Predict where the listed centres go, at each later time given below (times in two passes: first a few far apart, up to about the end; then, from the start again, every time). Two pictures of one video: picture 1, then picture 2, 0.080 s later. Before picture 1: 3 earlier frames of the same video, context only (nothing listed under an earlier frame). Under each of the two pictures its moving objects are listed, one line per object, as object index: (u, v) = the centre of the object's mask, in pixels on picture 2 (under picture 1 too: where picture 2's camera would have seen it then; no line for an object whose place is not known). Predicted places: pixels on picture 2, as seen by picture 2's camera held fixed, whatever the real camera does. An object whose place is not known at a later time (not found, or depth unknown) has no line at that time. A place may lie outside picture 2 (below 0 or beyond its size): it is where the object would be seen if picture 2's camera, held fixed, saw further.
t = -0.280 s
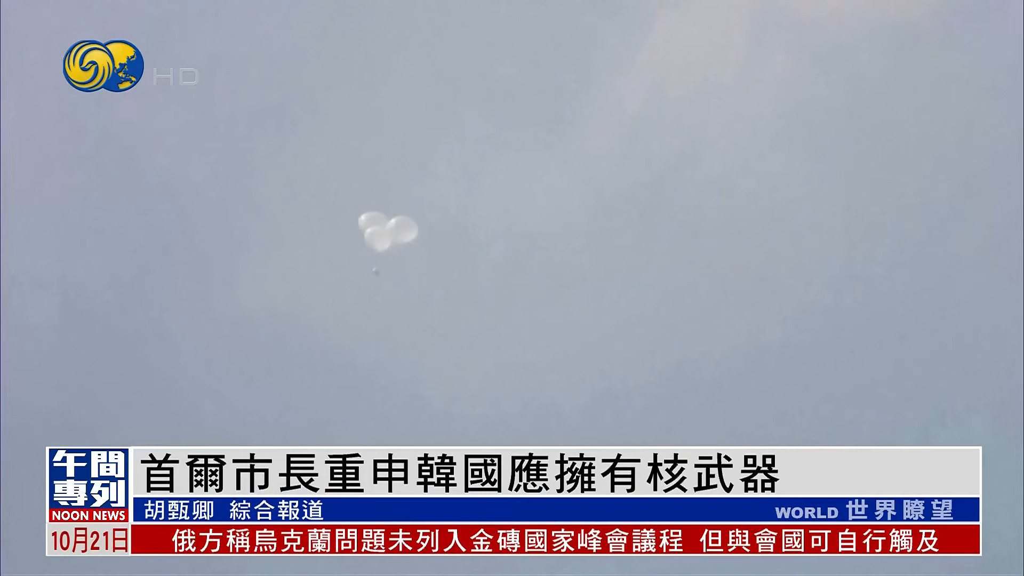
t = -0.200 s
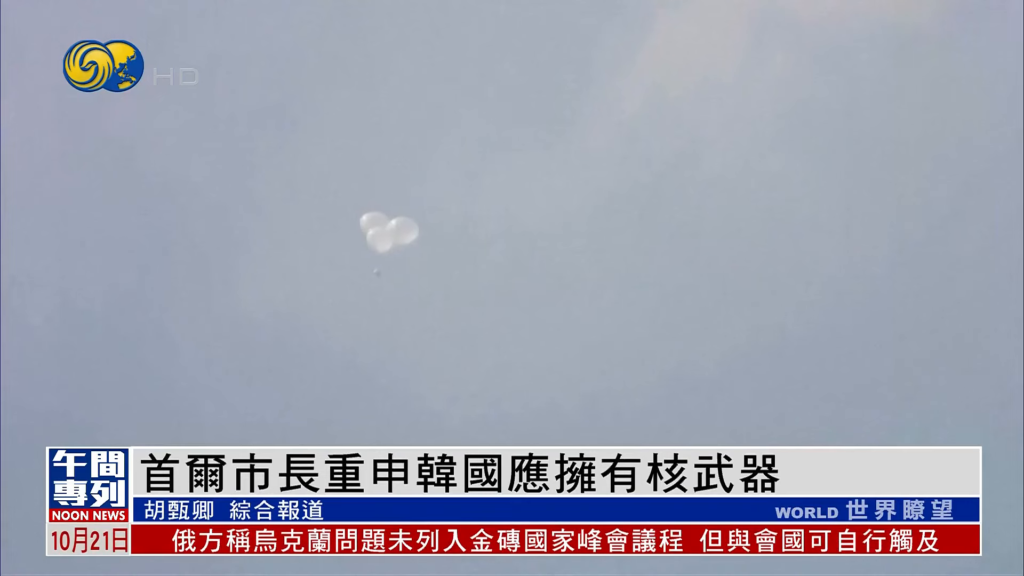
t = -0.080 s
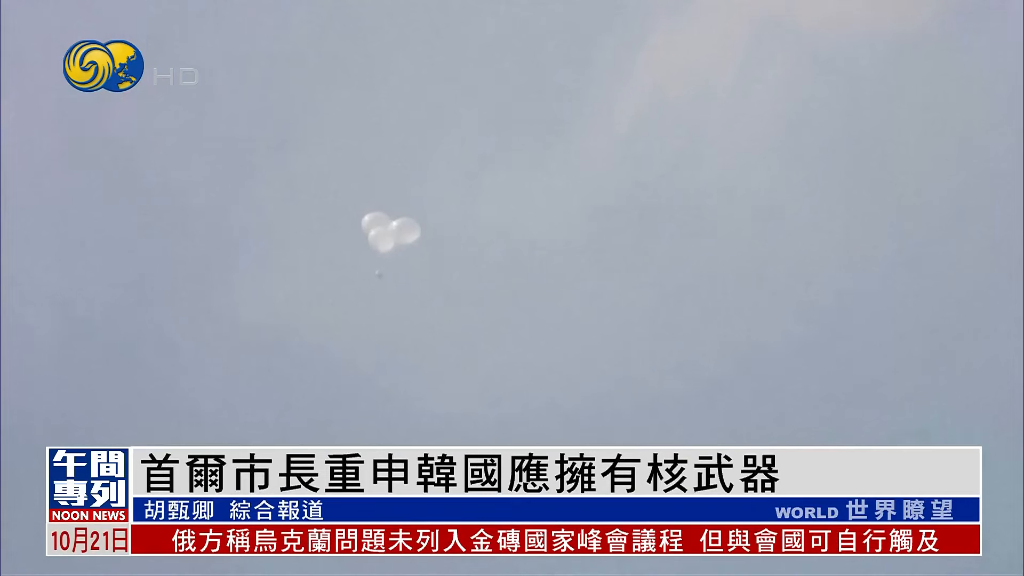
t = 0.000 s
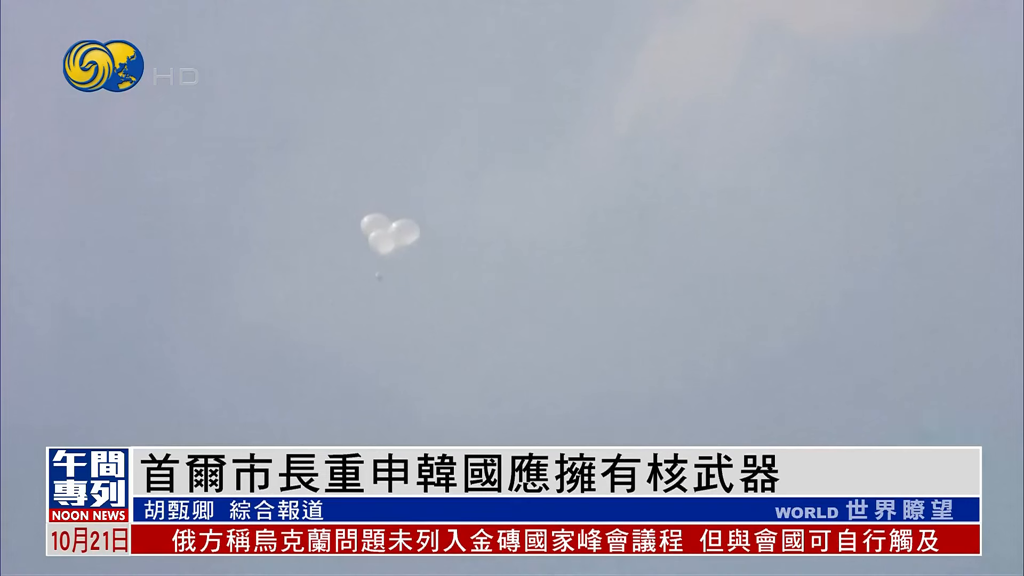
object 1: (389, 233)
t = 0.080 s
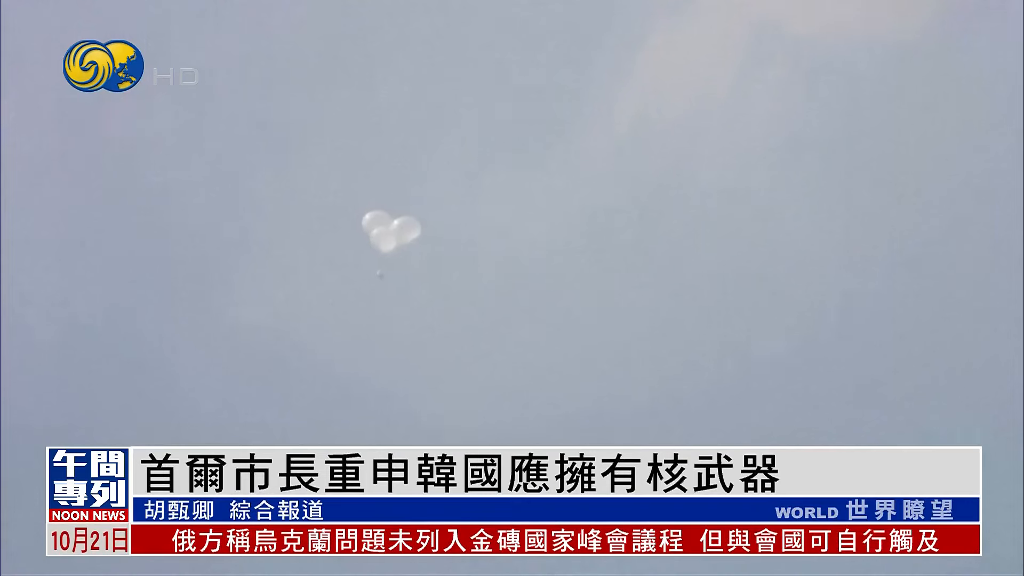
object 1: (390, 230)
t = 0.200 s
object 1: (392, 232)
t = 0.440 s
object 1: (394, 240)
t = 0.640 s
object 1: (396, 246)
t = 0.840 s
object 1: (394, 248)
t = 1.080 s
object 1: (392, 249)
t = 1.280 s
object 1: (391, 252)
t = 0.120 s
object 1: (392, 231)
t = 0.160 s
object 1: (392, 231)
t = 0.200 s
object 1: (392, 232)
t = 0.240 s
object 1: (391, 234)
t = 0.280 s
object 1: (392, 236)
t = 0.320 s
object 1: (393, 236)
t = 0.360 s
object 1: (394, 237)
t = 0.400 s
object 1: (394, 239)
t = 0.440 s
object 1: (394, 240)
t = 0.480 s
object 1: (395, 243)
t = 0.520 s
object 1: (396, 245)
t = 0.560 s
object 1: (396, 244)
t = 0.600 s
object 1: (397, 244)
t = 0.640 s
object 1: (396, 246)
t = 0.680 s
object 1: (394, 248)
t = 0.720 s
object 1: (393, 250)
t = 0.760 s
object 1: (394, 249)
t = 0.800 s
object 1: (394, 249)
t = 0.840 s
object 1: (394, 248)
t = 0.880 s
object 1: (394, 248)
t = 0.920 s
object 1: (394, 248)
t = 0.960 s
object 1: (394, 247)
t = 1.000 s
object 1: (393, 248)
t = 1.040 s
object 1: (393, 249)
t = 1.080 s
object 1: (392, 249)
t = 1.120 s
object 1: (393, 249)
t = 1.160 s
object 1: (393, 249)
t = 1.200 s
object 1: (393, 250)
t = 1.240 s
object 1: (392, 252)
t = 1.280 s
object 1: (391, 252)
